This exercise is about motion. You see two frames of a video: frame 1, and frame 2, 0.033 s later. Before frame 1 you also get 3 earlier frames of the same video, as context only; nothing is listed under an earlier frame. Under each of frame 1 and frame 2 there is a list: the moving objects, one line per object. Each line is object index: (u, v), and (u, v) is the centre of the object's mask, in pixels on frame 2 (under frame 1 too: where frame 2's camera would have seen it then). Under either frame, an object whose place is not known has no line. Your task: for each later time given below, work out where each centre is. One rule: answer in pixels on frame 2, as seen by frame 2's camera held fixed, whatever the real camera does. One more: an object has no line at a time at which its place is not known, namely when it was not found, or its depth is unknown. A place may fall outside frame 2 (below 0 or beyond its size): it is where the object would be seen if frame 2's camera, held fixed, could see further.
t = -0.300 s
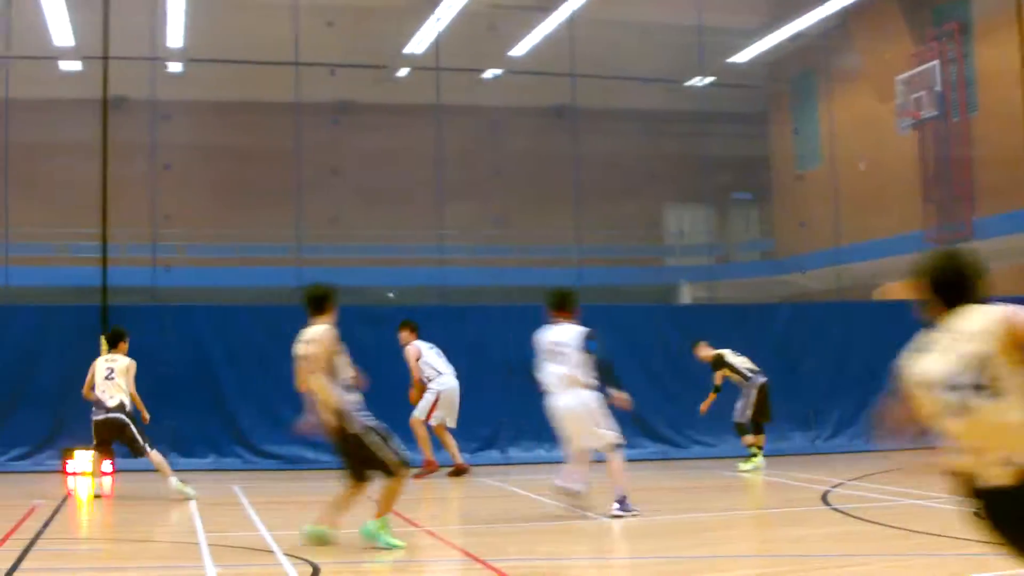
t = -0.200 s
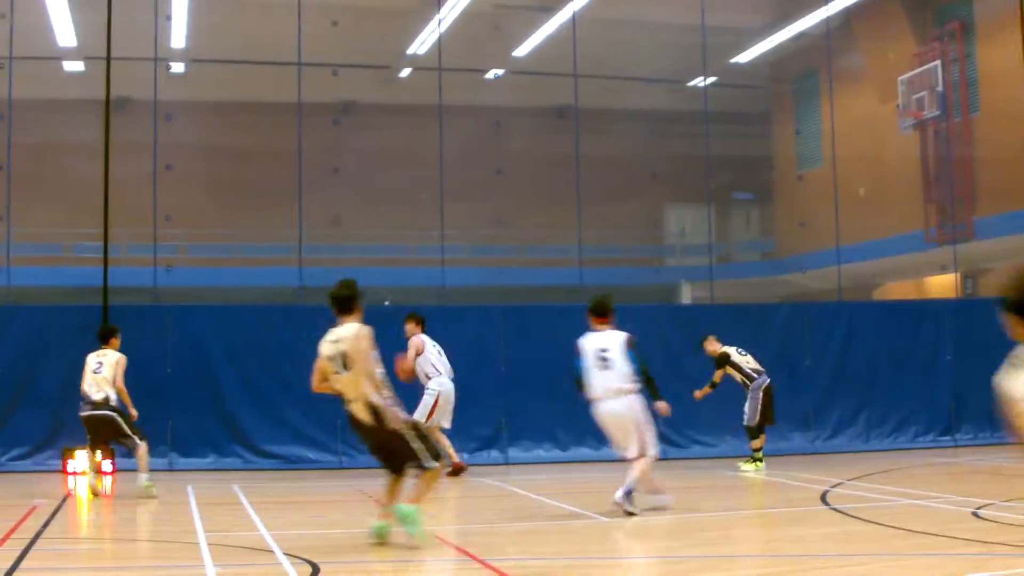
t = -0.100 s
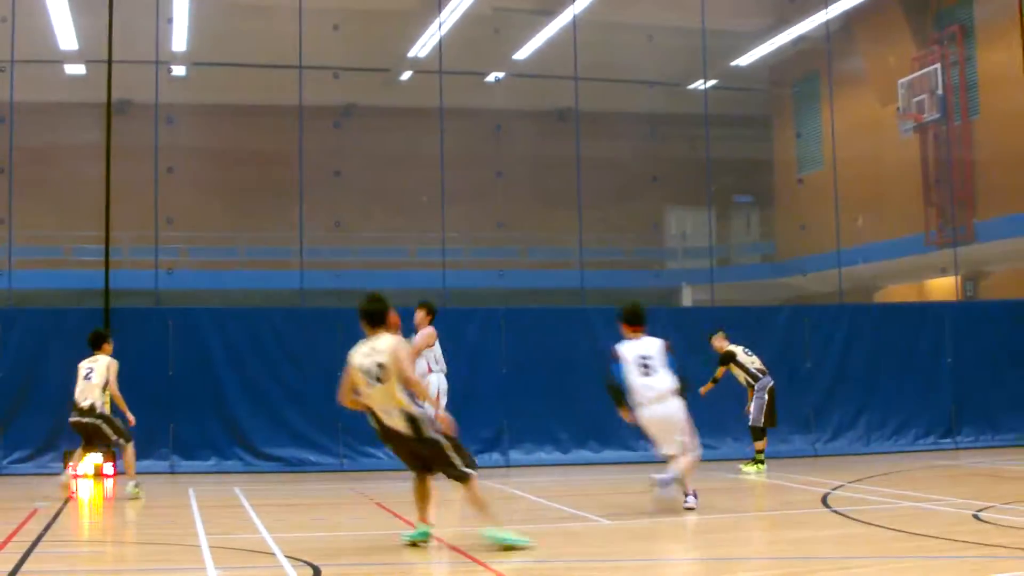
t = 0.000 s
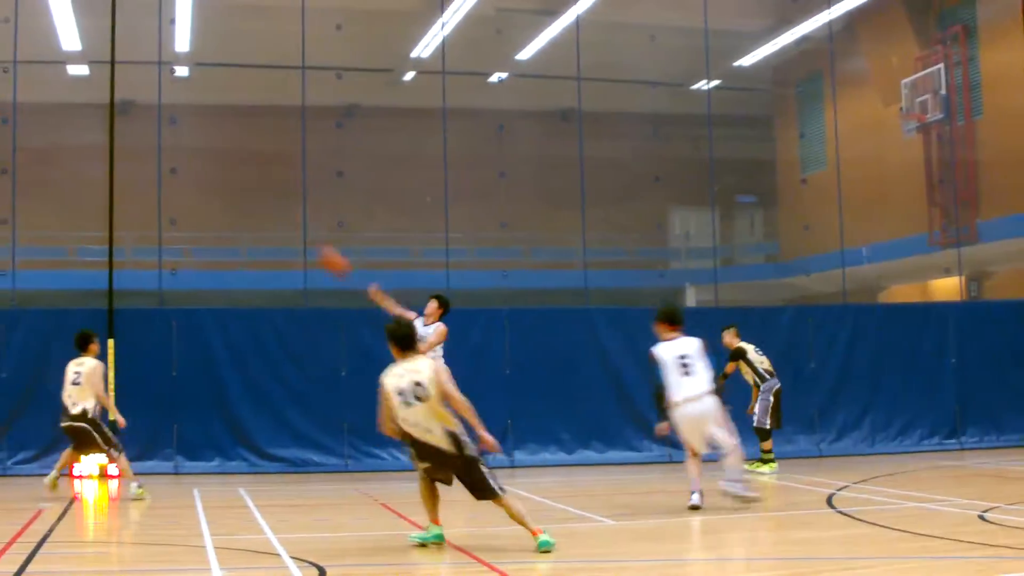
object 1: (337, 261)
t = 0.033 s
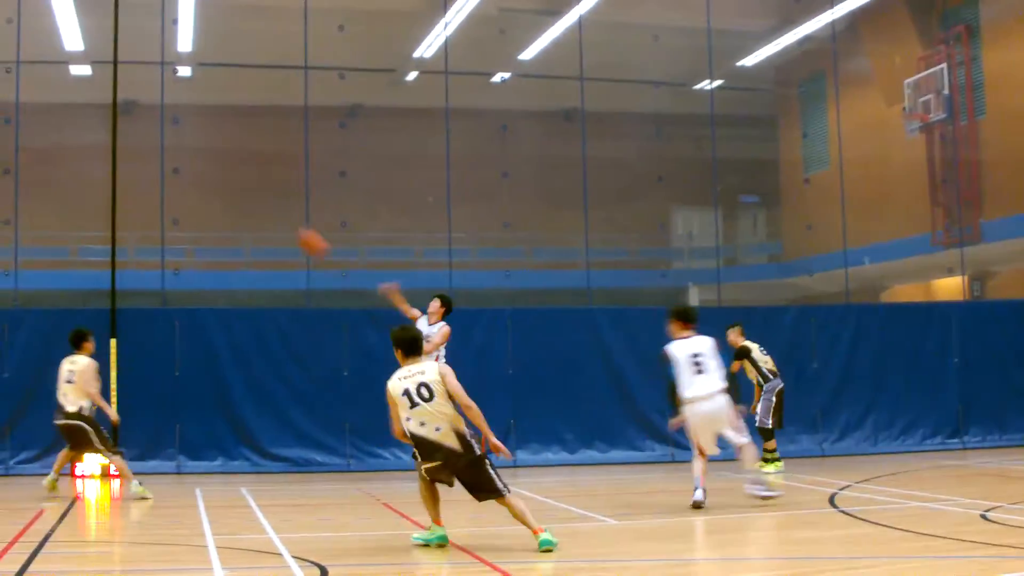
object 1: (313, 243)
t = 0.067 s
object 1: (290, 227)
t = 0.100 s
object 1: (266, 210)
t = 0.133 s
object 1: (244, 195)
